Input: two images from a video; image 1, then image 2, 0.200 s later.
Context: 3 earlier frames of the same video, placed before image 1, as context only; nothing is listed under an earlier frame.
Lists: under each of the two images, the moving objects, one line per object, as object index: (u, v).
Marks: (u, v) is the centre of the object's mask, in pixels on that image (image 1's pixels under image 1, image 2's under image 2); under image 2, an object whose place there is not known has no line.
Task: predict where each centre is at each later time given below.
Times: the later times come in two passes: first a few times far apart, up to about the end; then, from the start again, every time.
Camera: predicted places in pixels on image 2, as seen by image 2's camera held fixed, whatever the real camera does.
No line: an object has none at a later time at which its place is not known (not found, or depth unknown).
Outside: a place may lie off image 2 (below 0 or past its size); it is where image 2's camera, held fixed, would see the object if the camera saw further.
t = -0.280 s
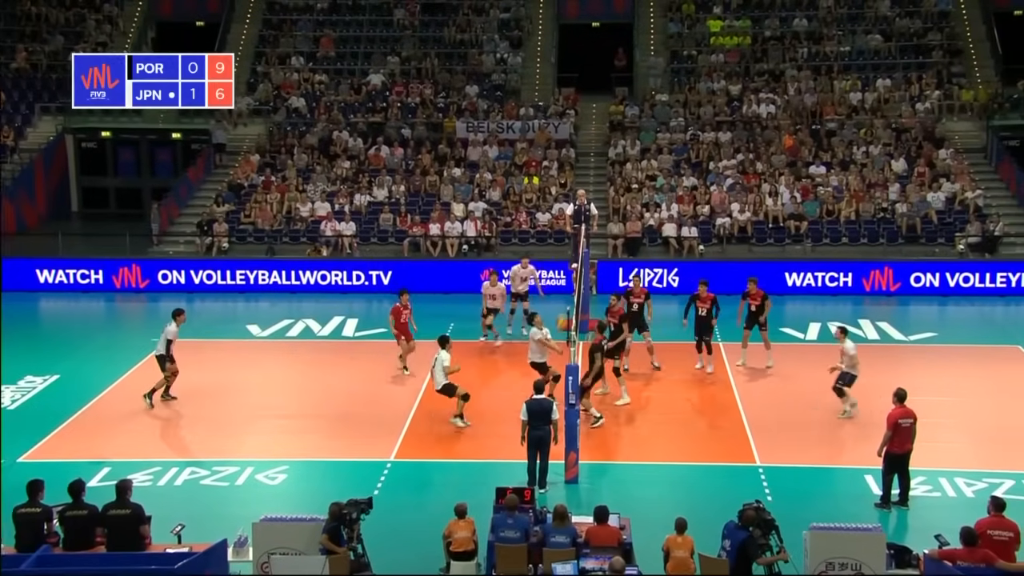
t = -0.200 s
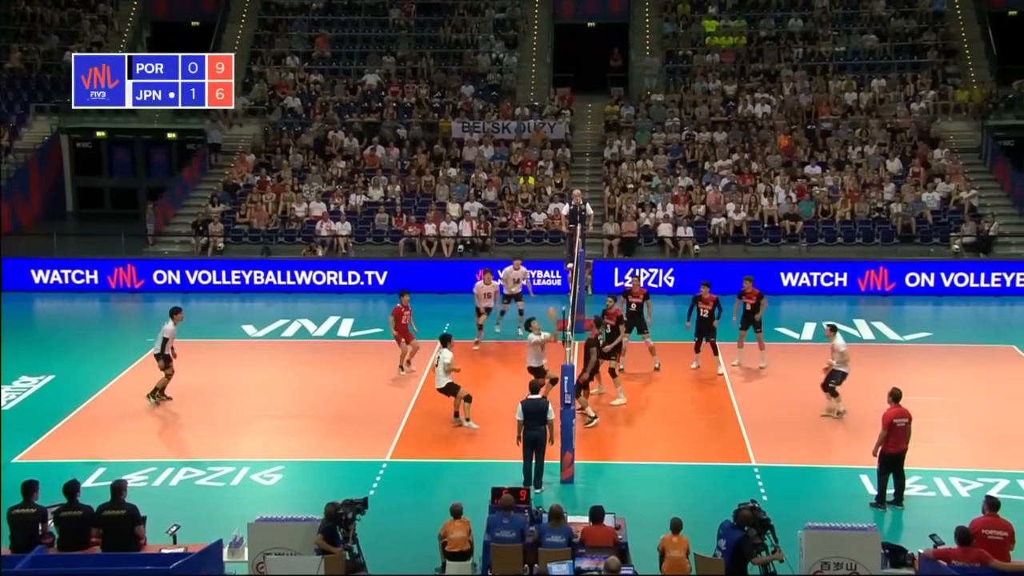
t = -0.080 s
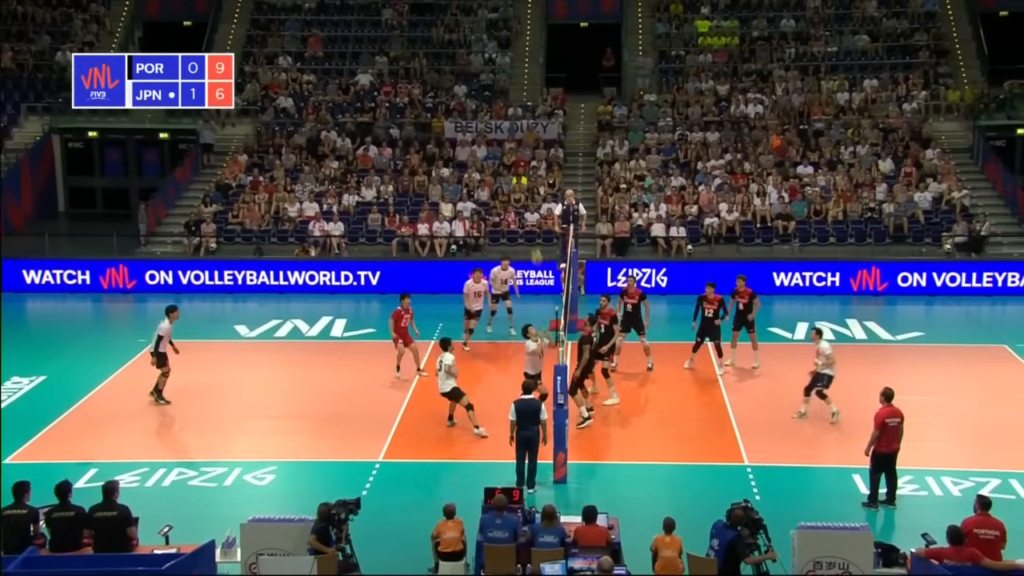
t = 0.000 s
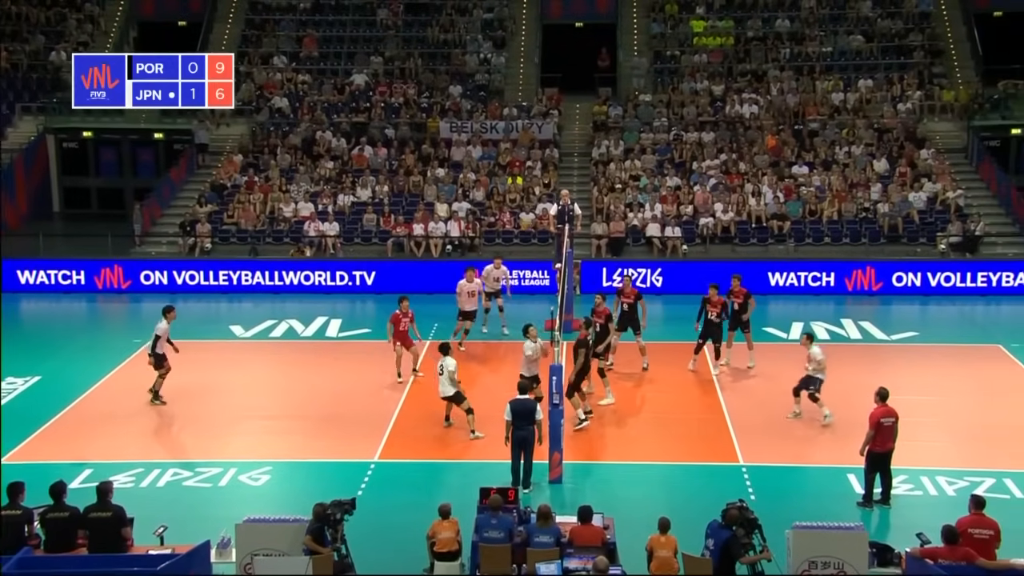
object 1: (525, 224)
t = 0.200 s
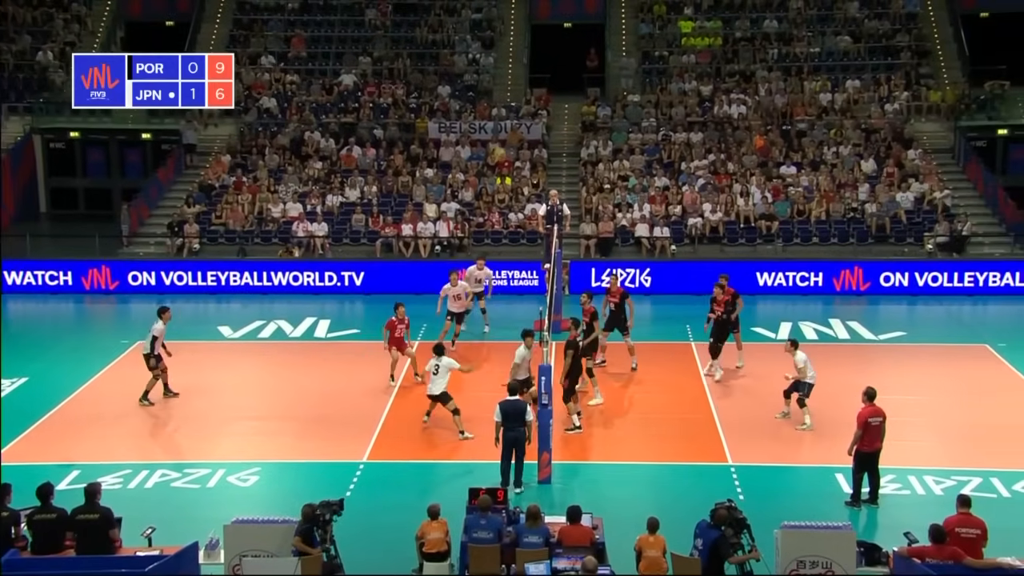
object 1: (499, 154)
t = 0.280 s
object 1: (493, 133)
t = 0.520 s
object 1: (475, 90)
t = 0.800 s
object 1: (453, 82)
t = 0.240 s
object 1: (496, 143)
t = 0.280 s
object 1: (493, 133)
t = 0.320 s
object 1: (490, 122)
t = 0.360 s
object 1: (487, 114)
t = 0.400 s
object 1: (484, 108)
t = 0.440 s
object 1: (480, 101)
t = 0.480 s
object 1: (478, 95)
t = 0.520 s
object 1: (475, 90)
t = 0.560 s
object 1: (471, 87)
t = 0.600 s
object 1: (468, 83)
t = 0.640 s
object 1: (465, 81)
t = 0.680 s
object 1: (462, 80)
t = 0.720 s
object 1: (459, 80)
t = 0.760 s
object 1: (456, 80)
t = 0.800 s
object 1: (453, 82)
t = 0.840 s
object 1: (451, 84)
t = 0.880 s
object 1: (448, 87)
